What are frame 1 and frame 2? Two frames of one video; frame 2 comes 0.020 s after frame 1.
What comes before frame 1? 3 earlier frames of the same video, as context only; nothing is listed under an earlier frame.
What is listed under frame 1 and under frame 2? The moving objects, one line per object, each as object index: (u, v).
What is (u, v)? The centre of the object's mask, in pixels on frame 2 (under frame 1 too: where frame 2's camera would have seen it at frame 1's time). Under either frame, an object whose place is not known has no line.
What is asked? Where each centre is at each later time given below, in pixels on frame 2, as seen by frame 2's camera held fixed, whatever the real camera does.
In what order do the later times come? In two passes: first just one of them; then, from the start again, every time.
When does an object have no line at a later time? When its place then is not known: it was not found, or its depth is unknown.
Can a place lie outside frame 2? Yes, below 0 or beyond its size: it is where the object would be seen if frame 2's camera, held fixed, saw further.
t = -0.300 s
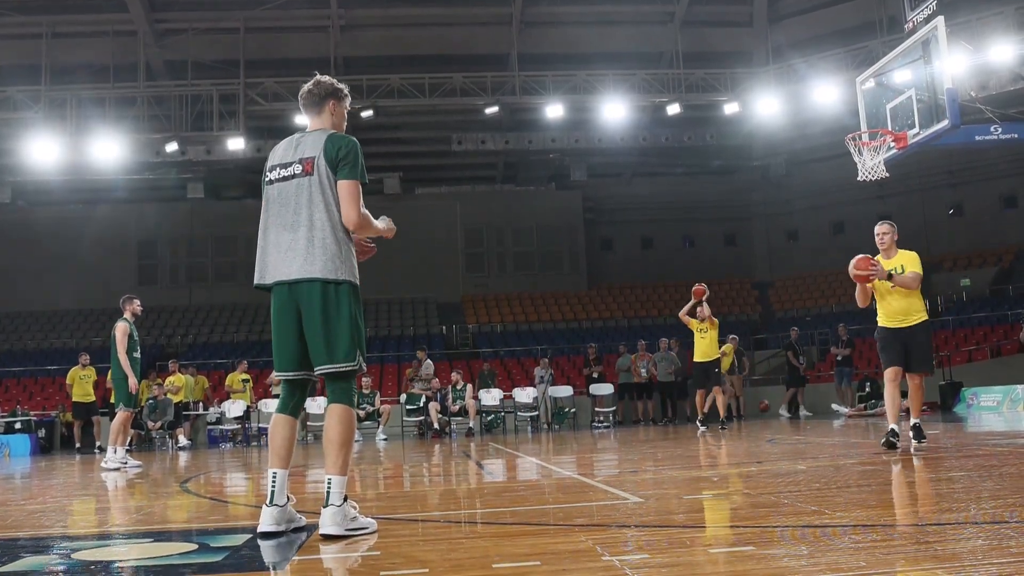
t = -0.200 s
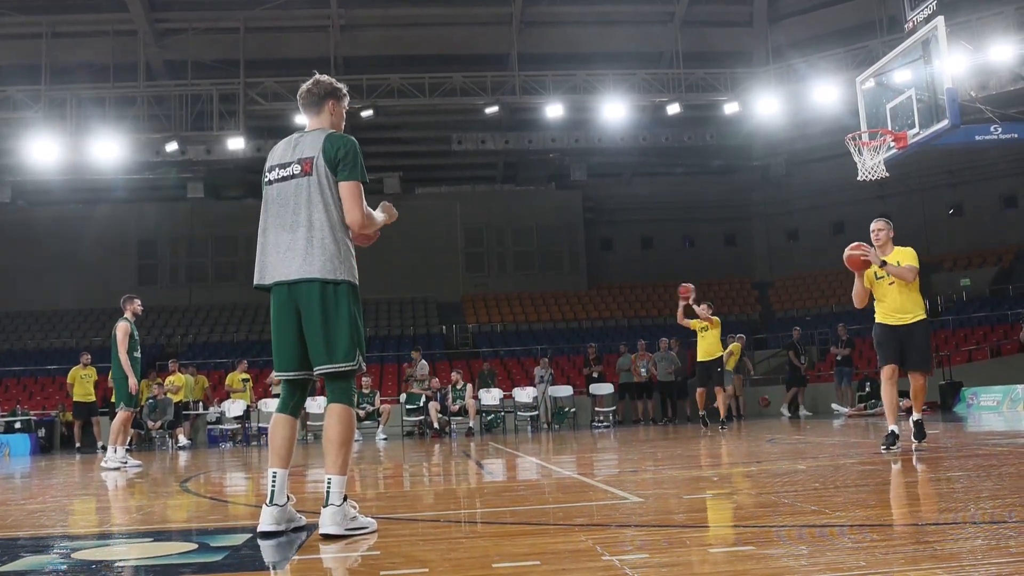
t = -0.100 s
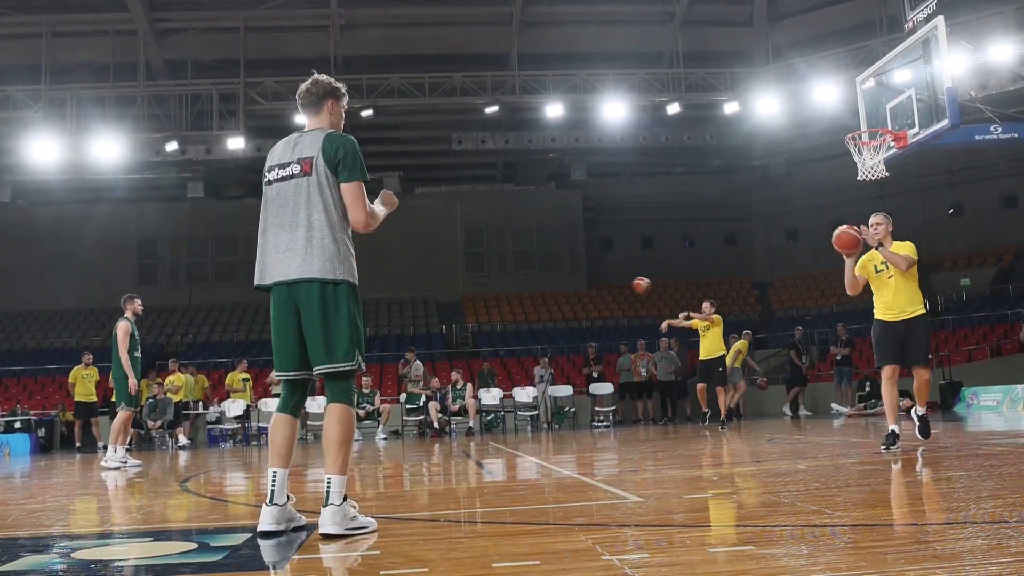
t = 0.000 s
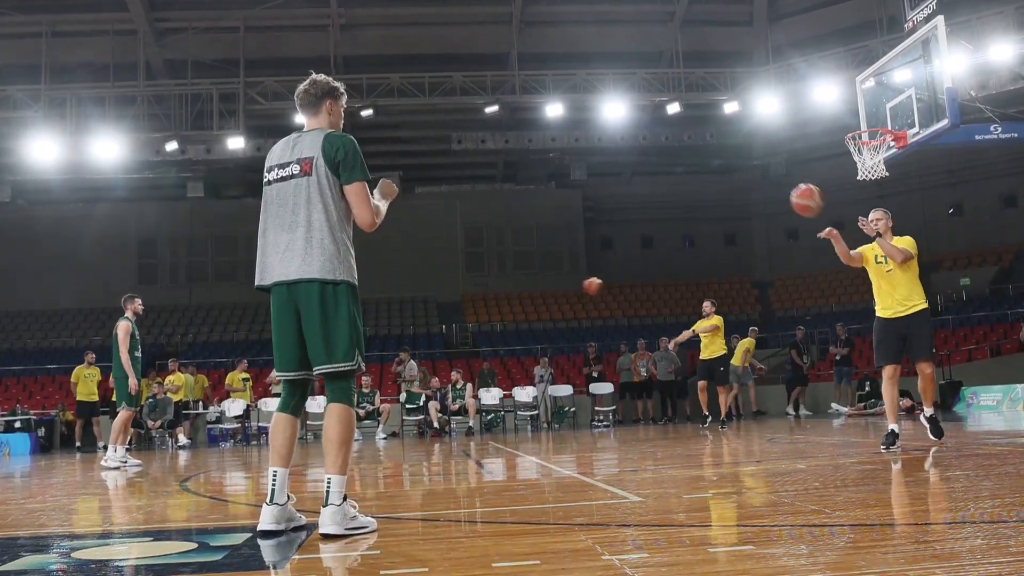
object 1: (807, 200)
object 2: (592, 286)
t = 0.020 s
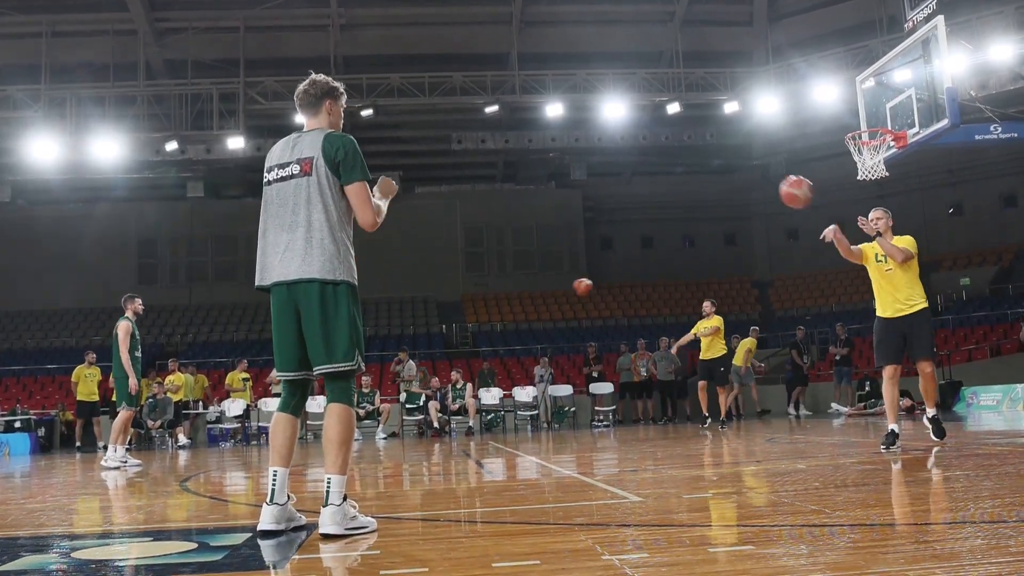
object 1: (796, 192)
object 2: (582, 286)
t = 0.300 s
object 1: (622, 116)
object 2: (432, 331)
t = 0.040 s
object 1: (785, 184)
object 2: (573, 288)
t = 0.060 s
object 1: (774, 176)
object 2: (562, 289)
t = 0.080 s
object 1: (764, 169)
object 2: (552, 291)
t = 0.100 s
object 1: (752, 162)
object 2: (541, 293)
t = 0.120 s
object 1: (741, 156)
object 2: (531, 295)
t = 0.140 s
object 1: (728, 150)
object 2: (520, 298)
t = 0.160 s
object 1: (716, 144)
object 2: (509, 301)
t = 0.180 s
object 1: (704, 138)
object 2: (499, 305)
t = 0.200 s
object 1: (691, 134)
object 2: (488, 308)
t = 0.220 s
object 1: (678, 130)
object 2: (477, 312)
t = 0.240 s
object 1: (665, 126)
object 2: (466, 316)
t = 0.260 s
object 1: (651, 122)
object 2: (455, 321)
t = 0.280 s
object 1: (640, 119)
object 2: (444, 326)
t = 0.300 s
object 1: (622, 116)
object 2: (432, 331)
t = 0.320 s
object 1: (607, 114)
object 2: (420, 337)
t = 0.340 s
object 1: (590, 112)
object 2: (409, 343)
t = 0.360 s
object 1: (578, 111)
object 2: (397, 349)
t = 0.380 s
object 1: (561, 110)
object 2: (384, 355)
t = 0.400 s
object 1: (546, 111)
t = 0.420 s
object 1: (527, 111)
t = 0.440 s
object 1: (512, 113)
